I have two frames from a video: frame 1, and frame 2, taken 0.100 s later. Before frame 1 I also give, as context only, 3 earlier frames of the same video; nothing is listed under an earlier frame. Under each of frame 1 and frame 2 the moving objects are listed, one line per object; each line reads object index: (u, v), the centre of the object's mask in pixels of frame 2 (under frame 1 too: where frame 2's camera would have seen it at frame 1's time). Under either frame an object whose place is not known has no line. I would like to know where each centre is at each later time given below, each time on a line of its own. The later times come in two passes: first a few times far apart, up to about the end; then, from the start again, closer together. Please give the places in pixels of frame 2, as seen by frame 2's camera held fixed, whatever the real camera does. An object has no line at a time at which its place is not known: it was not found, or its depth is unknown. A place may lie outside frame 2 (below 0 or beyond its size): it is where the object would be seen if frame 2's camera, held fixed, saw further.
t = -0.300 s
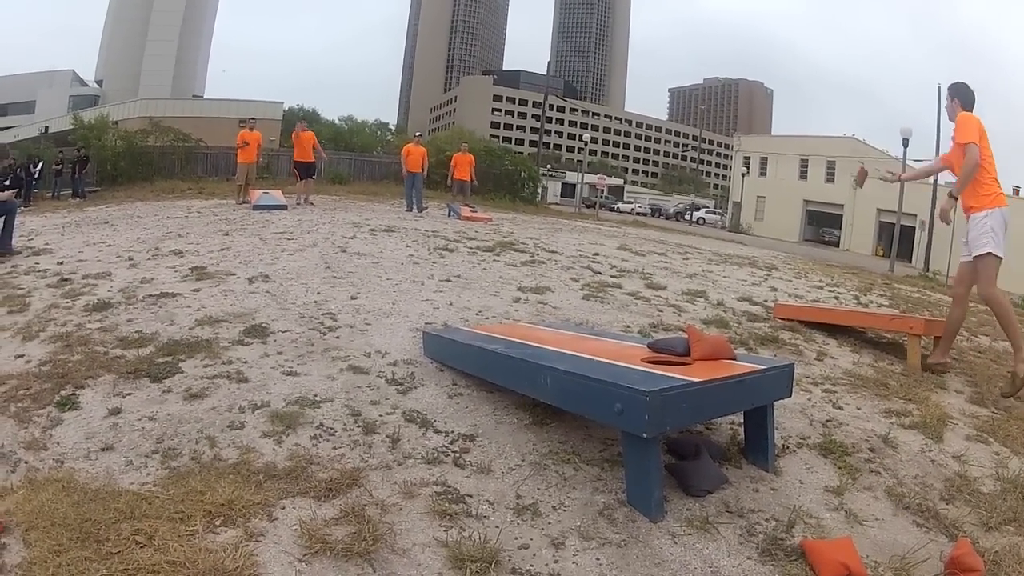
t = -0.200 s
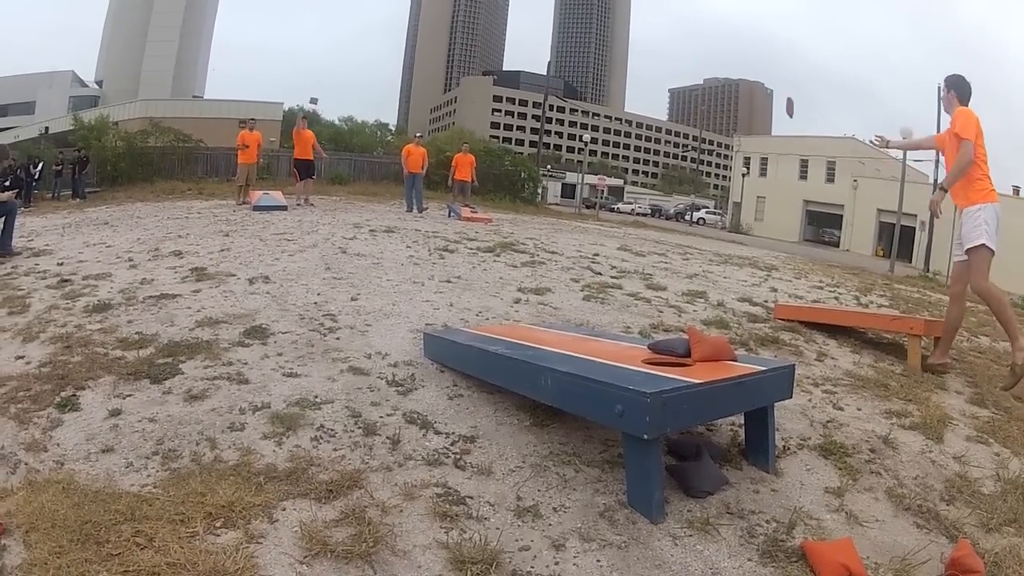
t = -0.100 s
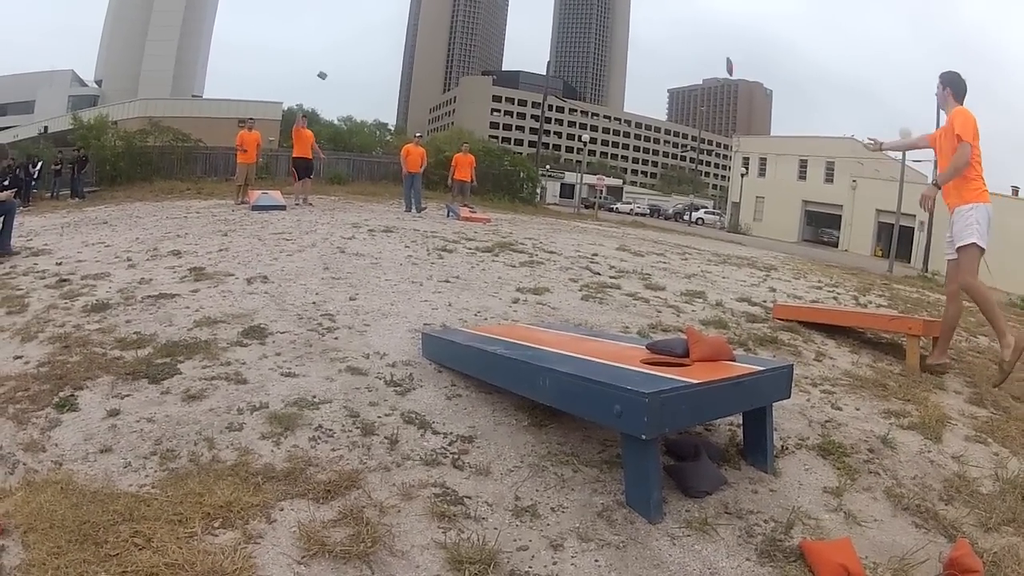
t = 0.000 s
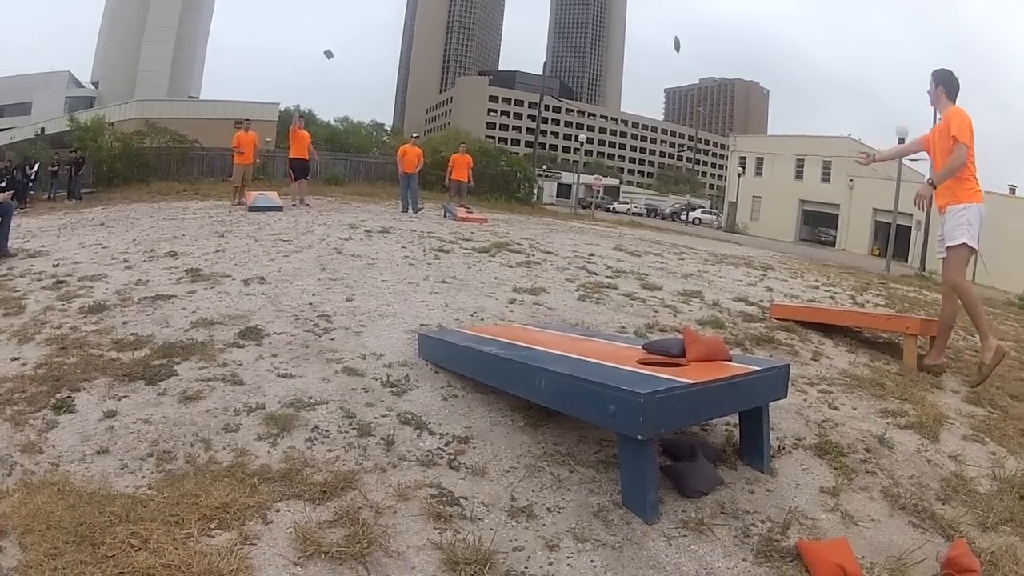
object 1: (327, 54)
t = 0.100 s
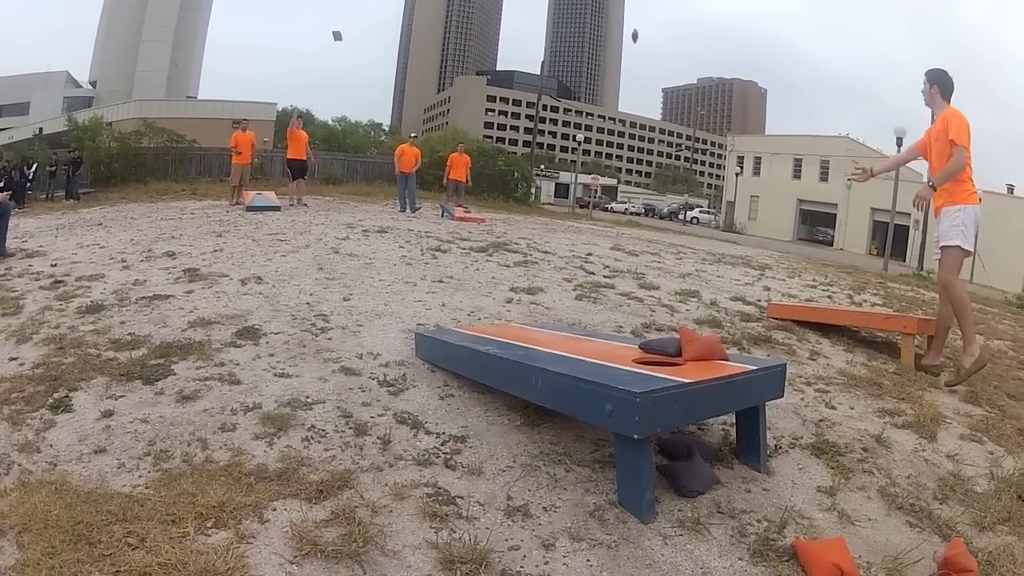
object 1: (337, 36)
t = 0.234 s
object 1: (351, 19)
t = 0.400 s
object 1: (375, 14)
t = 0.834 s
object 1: (529, 328)
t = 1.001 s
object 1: (559, 328)
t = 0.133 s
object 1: (340, 31)
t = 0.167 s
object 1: (344, 26)
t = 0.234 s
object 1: (351, 19)
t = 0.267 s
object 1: (355, 16)
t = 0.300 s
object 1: (360, 14)
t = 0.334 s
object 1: (364, 13)
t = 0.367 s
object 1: (369, 13)
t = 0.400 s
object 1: (375, 14)
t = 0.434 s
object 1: (380, 16)
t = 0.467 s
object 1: (386, 20)
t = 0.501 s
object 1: (393, 26)
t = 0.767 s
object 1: (489, 218)
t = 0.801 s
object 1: (511, 281)
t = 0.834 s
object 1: (529, 328)
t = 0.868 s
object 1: (536, 324)
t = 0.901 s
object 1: (542, 322)
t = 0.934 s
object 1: (547, 322)
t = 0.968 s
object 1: (552, 324)
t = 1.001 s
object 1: (559, 328)
